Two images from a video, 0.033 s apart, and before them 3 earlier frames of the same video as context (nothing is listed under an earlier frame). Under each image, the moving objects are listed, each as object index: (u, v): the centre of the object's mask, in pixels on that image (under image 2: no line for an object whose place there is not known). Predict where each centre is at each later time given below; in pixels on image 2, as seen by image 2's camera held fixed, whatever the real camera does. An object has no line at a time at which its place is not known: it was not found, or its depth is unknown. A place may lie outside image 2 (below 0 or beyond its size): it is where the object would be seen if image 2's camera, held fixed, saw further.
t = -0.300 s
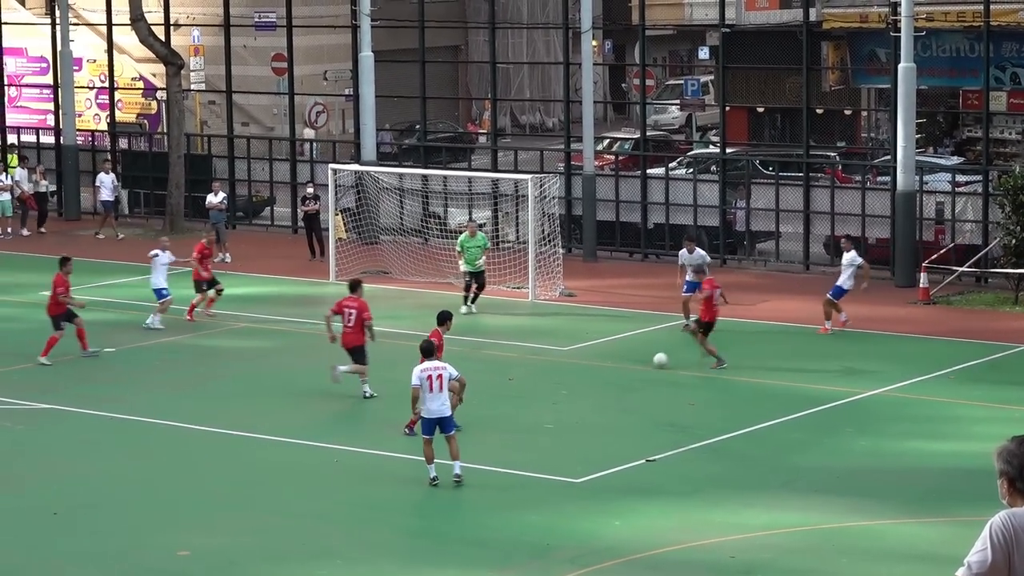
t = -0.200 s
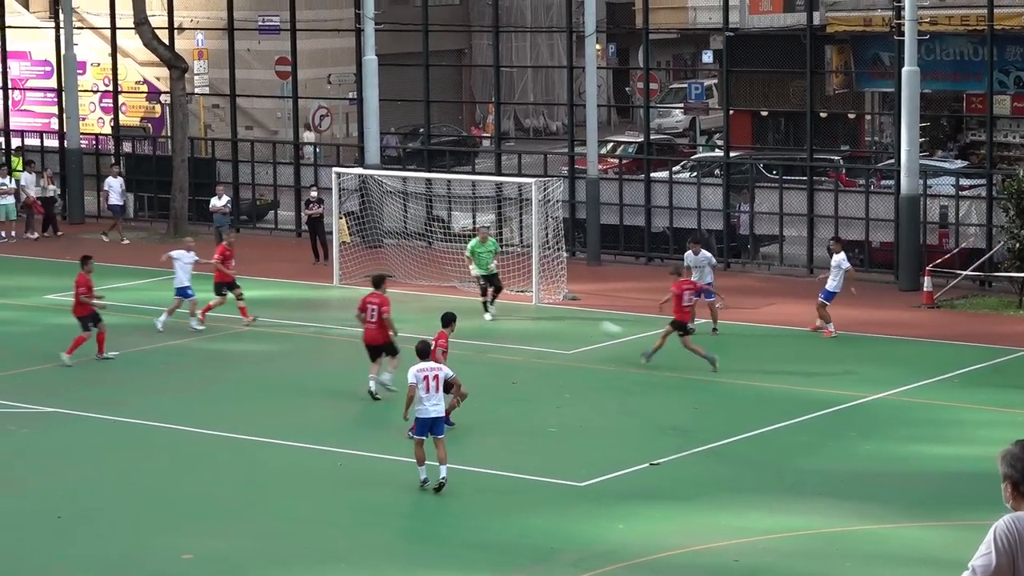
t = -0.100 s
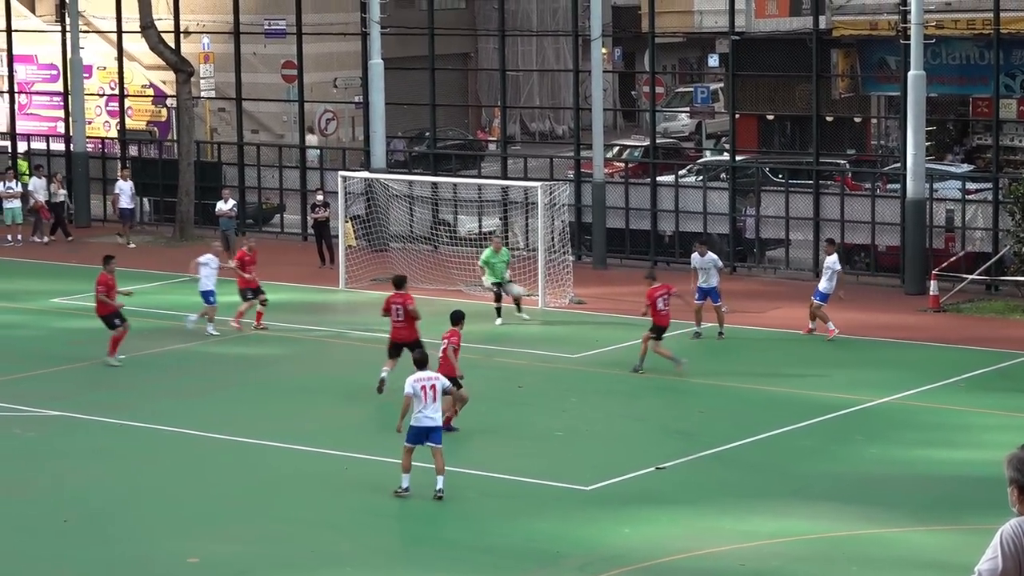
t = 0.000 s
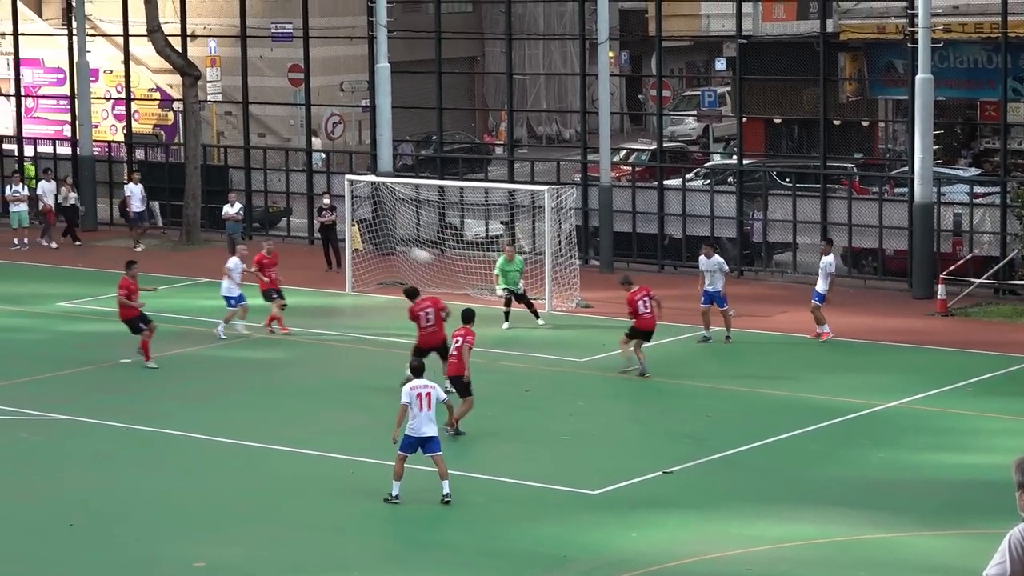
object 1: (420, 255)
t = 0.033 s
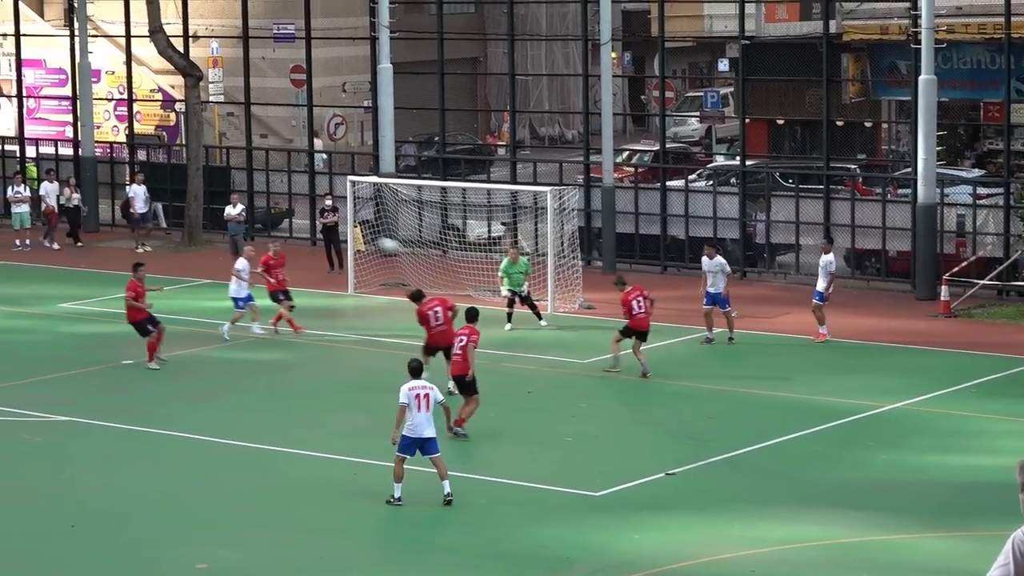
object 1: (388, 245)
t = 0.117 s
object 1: (304, 216)
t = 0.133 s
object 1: (285, 211)
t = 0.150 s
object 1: (268, 207)
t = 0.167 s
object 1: (253, 201)
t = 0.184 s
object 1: (234, 195)
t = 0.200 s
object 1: (218, 190)
